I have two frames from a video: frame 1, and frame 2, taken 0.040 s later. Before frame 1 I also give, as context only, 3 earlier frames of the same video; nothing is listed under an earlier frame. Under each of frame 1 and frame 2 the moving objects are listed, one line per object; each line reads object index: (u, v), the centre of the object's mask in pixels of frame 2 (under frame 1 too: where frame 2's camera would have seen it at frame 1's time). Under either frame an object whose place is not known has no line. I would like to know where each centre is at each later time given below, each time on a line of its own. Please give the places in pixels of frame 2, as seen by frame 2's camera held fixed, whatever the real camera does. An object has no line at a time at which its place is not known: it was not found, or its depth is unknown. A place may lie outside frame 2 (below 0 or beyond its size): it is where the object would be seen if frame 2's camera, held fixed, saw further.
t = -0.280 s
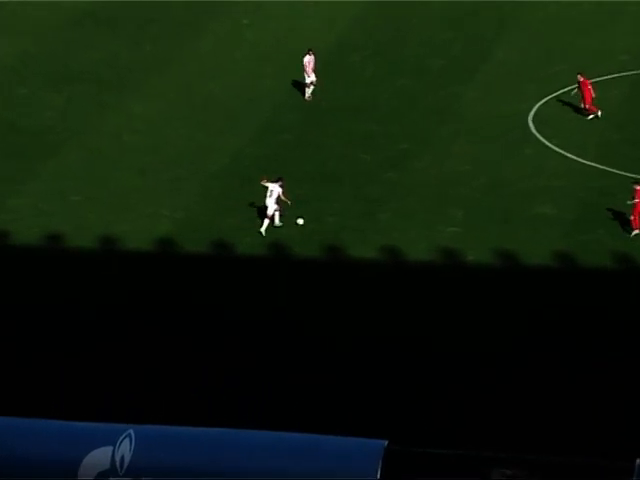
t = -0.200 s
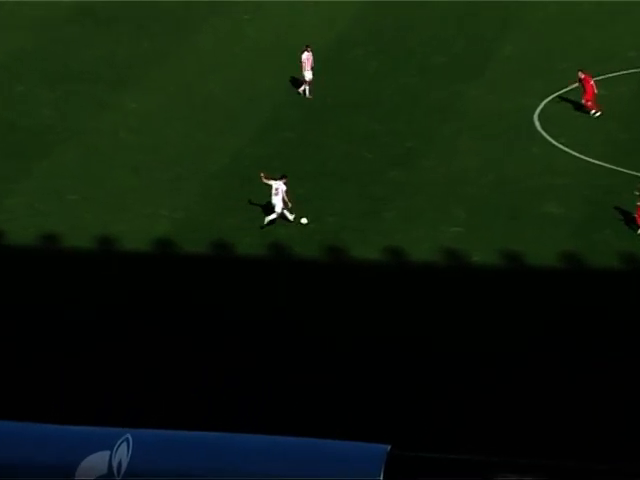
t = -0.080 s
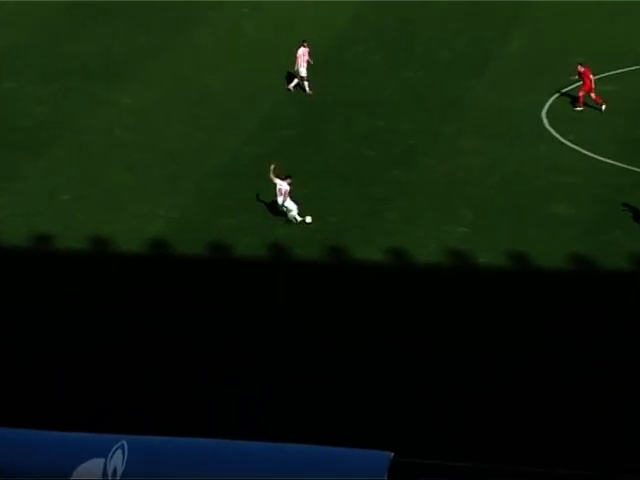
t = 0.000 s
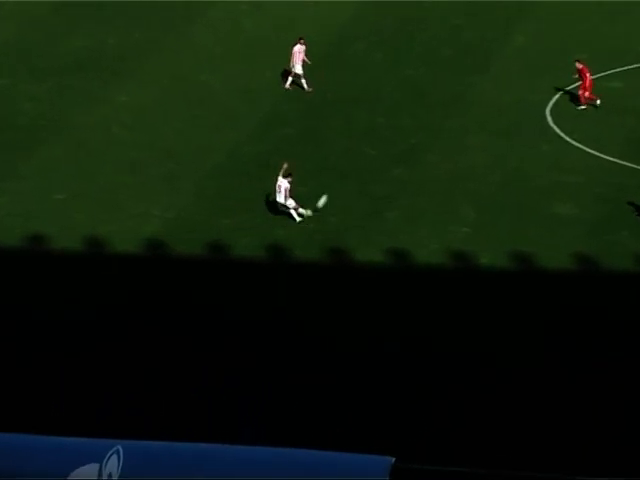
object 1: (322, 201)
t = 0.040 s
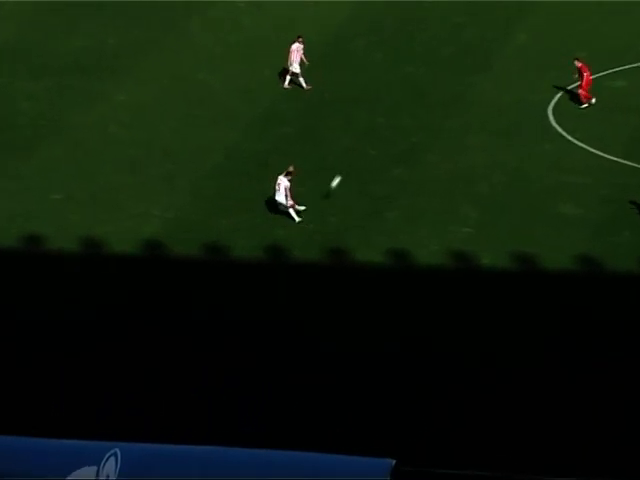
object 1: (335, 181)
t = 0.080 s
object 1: (349, 162)
